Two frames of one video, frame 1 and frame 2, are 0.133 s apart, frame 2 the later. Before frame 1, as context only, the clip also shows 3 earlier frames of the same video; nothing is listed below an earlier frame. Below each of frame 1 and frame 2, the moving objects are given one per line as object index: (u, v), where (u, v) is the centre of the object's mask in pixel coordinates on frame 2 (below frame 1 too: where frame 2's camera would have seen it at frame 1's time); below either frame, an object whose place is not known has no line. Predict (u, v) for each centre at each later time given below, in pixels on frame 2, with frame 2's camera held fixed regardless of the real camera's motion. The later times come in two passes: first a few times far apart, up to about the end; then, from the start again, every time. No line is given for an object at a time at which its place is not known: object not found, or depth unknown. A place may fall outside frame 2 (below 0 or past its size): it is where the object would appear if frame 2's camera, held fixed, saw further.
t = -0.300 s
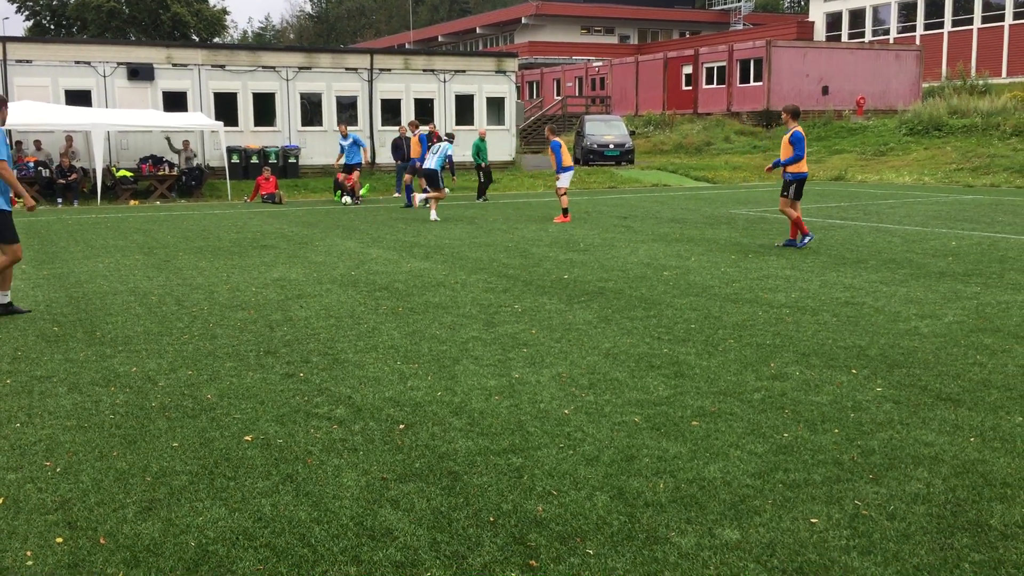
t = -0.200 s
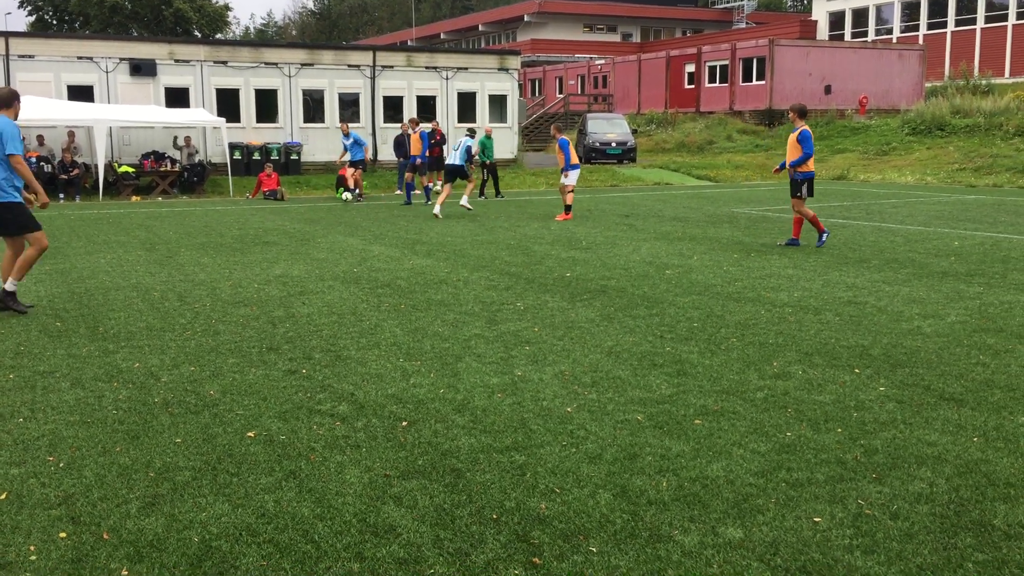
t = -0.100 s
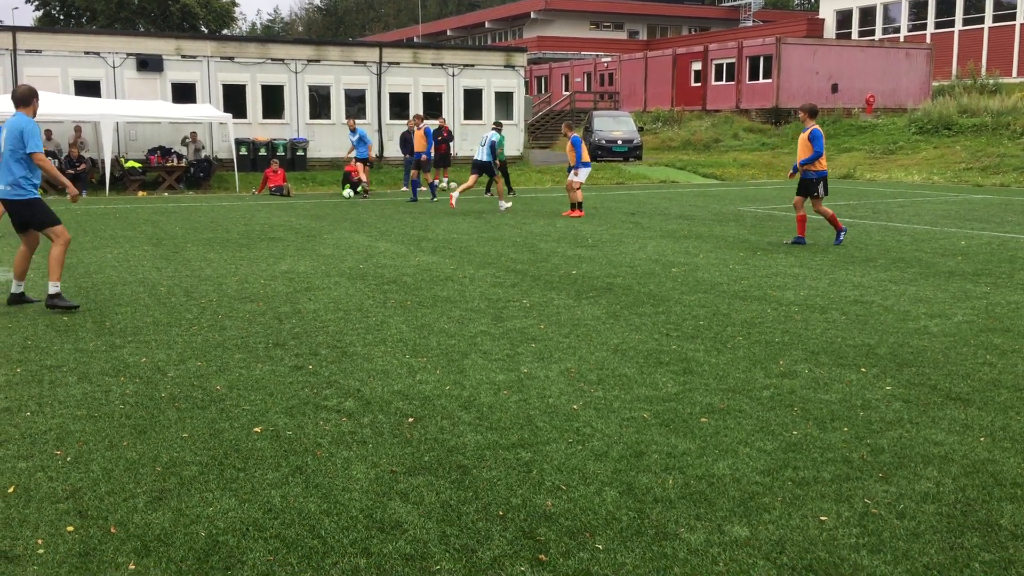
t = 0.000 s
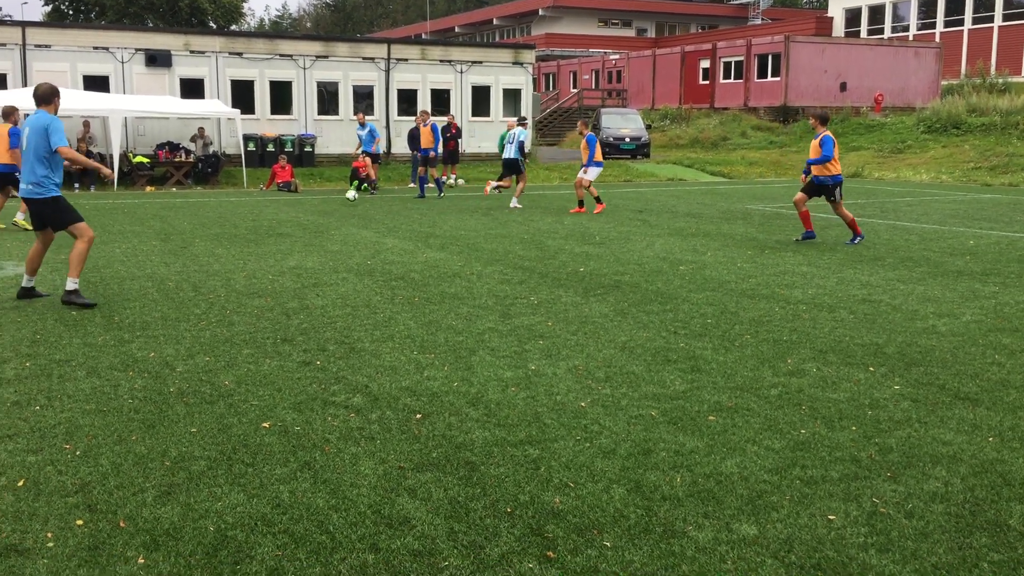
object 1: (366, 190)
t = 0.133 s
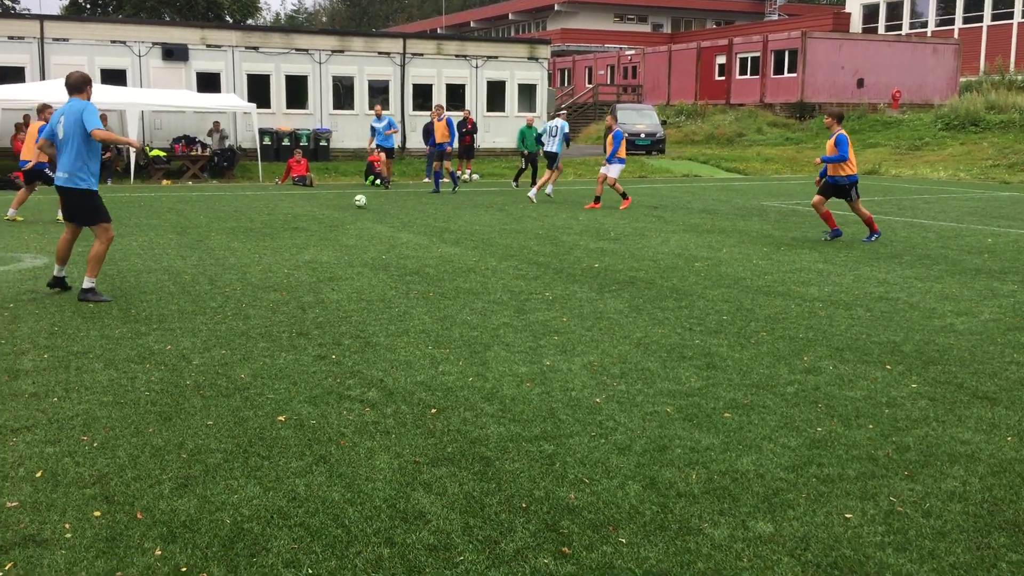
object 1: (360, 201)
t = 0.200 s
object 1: (356, 201)
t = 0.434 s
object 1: (339, 217)
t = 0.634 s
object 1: (321, 234)
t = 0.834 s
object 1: (298, 243)
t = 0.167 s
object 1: (358, 201)
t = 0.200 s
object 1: (356, 201)
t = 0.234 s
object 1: (354, 203)
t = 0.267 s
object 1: (352, 205)
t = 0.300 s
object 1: (350, 207)
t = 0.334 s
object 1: (347, 211)
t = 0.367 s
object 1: (345, 215)
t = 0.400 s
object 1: (342, 218)
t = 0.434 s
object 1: (339, 217)
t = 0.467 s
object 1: (336, 218)
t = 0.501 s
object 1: (333, 218)
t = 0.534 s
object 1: (330, 221)
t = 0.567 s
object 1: (327, 224)
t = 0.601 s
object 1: (324, 228)
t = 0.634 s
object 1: (321, 234)
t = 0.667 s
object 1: (317, 237)
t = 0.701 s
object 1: (314, 236)
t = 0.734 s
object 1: (310, 236)
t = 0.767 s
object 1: (306, 237)
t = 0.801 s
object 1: (302, 240)
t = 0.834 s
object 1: (298, 243)
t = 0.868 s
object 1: (294, 248)
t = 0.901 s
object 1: (289, 255)
